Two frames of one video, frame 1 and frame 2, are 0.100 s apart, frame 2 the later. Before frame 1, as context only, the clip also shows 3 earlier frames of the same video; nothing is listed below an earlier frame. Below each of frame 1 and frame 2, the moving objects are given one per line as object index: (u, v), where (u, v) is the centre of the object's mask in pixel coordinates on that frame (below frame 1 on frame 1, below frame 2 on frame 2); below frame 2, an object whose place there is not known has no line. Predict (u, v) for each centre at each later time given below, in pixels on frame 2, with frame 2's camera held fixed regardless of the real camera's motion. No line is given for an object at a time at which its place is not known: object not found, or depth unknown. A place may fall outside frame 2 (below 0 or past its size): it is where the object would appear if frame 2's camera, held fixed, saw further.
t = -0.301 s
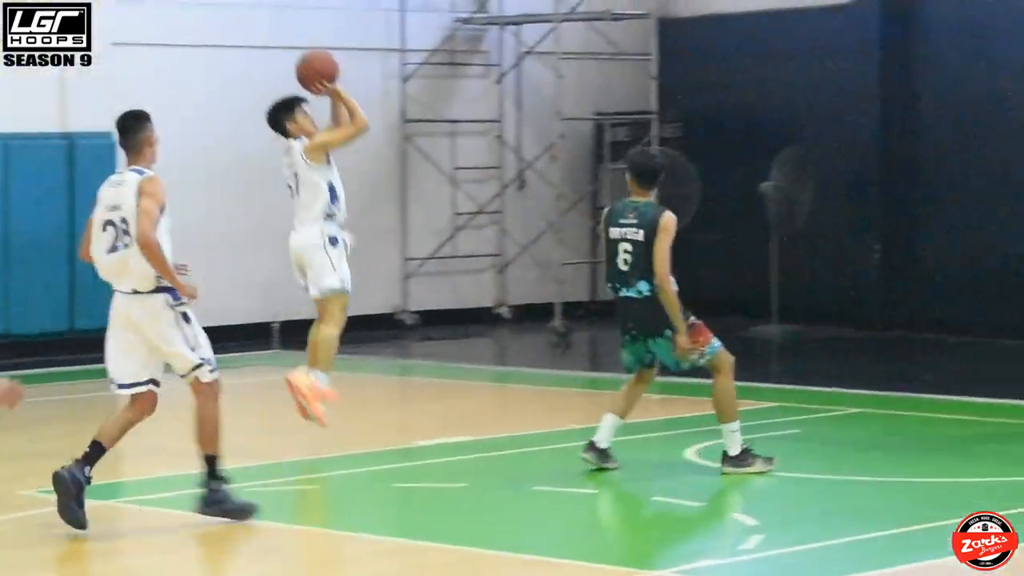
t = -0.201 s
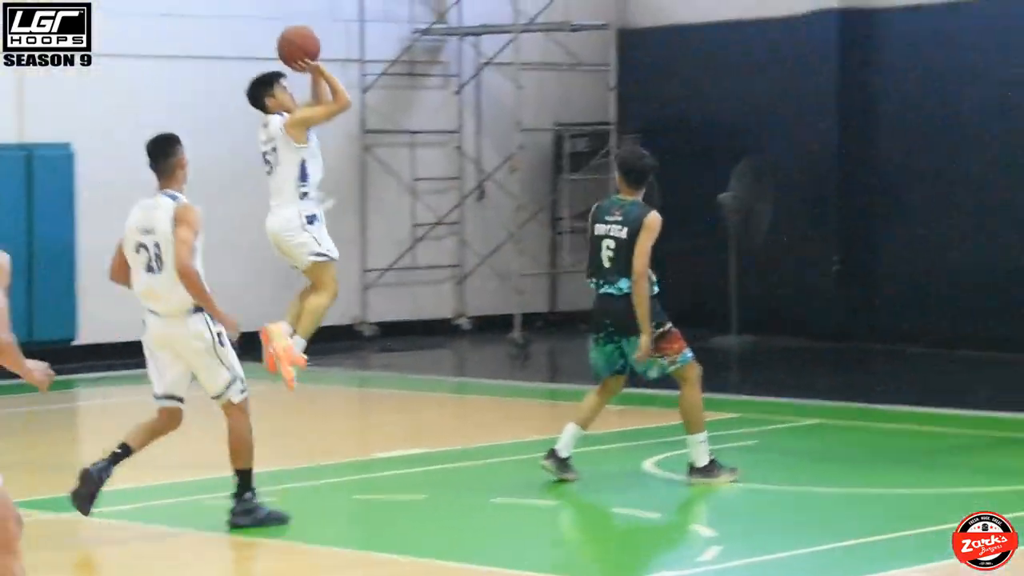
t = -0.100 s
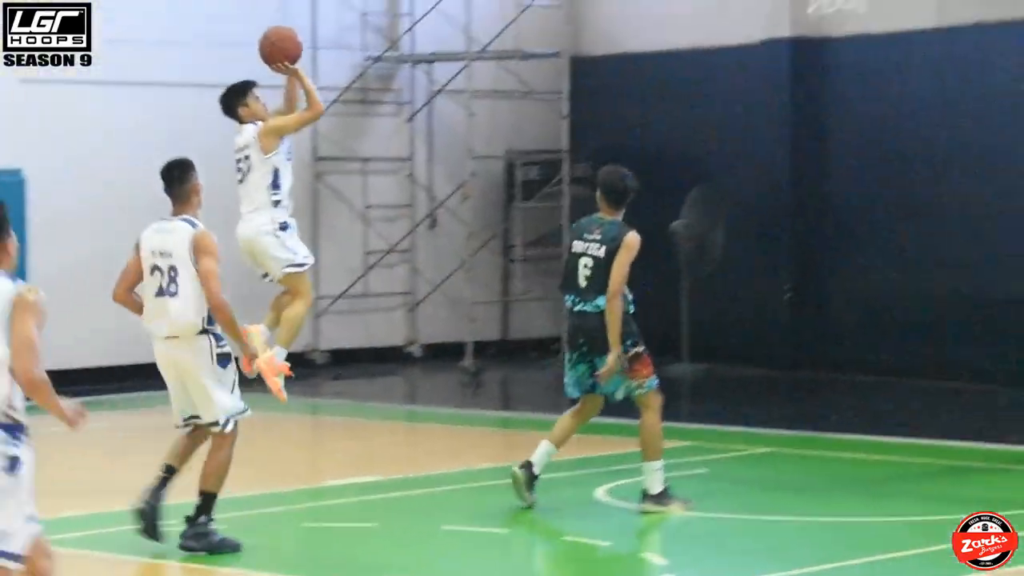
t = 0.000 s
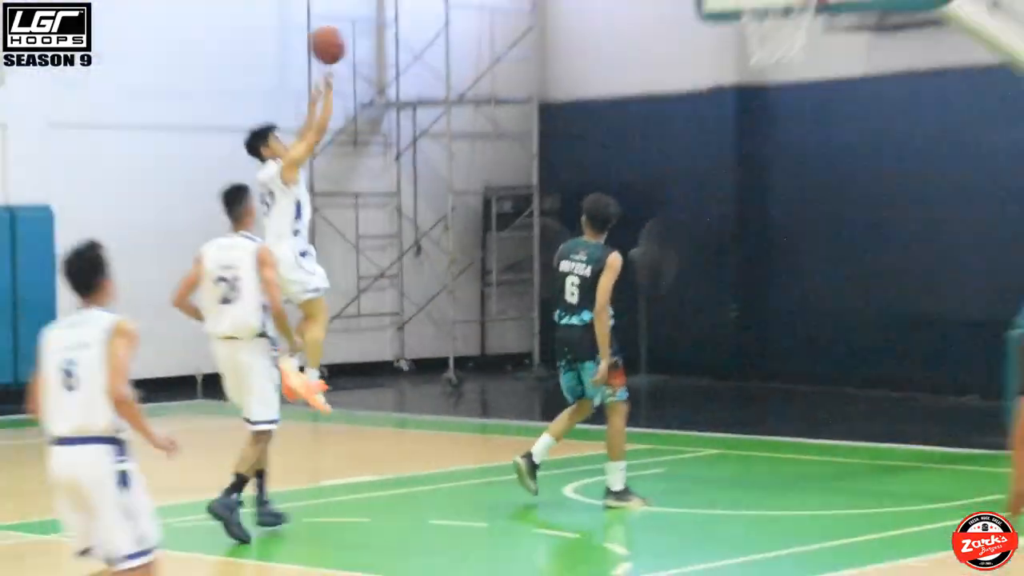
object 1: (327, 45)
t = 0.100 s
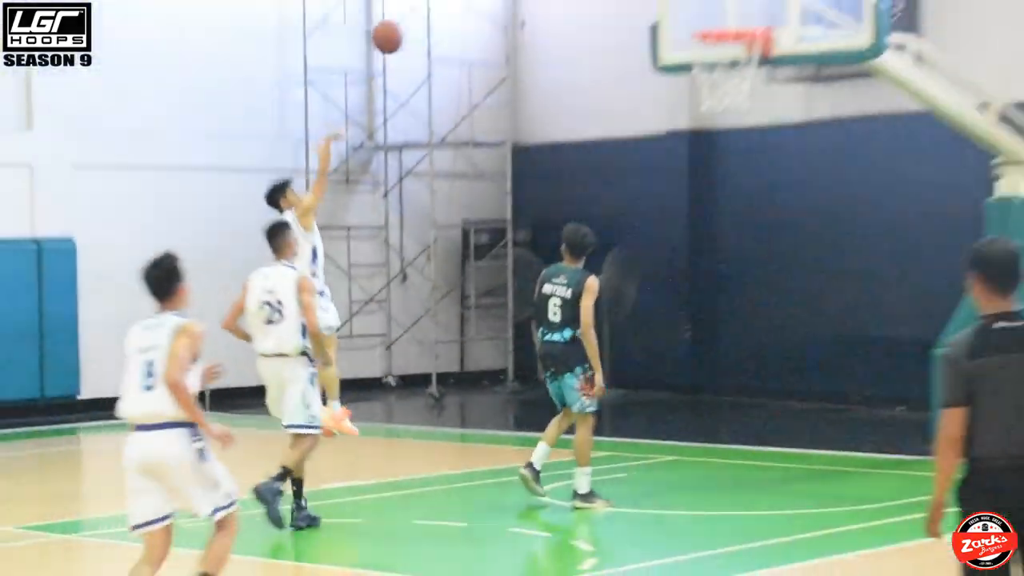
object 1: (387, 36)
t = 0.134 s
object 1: (409, 21)
